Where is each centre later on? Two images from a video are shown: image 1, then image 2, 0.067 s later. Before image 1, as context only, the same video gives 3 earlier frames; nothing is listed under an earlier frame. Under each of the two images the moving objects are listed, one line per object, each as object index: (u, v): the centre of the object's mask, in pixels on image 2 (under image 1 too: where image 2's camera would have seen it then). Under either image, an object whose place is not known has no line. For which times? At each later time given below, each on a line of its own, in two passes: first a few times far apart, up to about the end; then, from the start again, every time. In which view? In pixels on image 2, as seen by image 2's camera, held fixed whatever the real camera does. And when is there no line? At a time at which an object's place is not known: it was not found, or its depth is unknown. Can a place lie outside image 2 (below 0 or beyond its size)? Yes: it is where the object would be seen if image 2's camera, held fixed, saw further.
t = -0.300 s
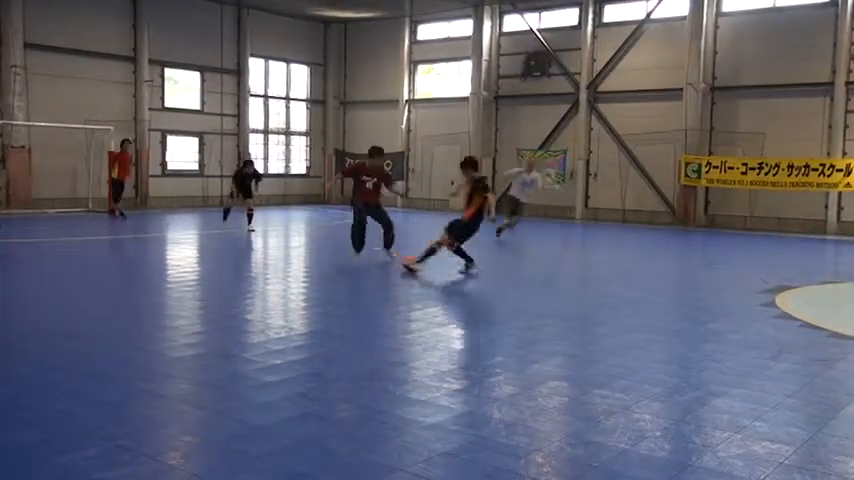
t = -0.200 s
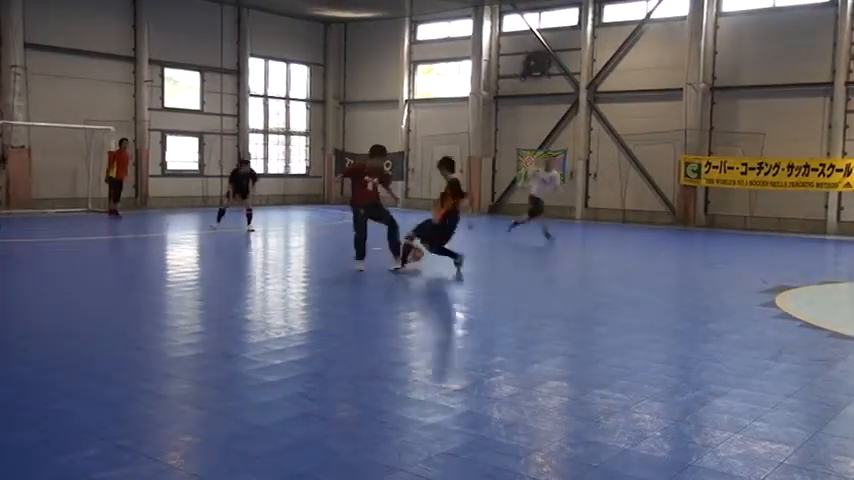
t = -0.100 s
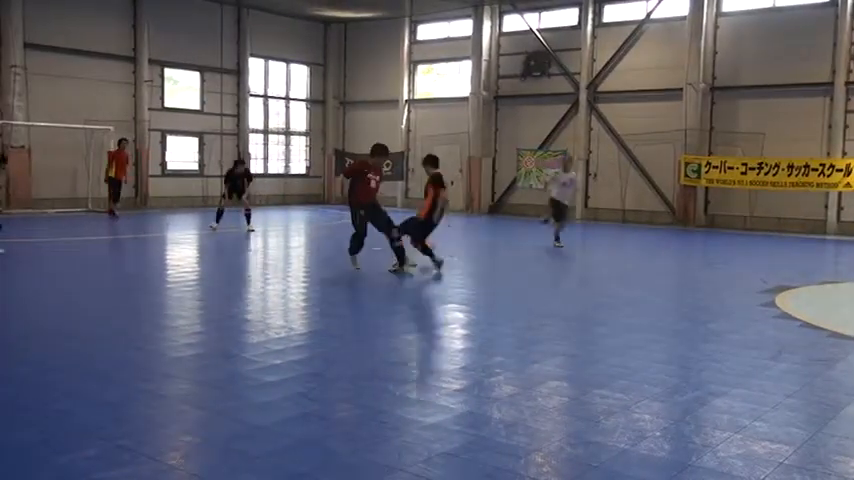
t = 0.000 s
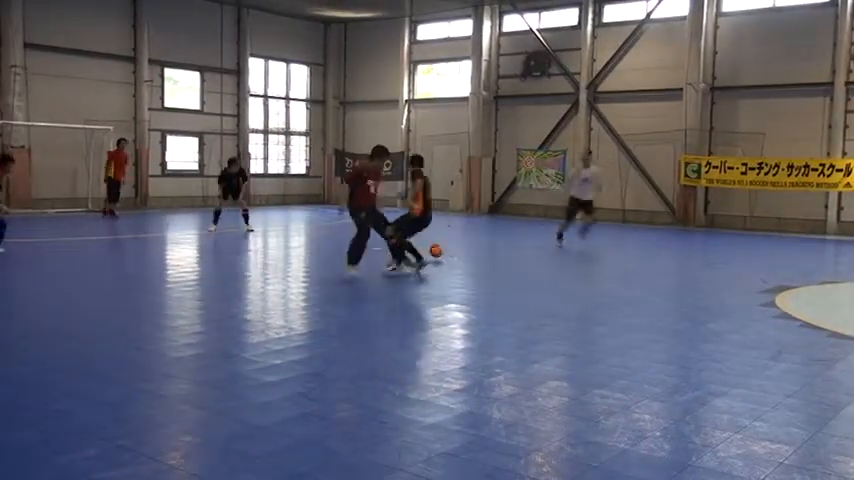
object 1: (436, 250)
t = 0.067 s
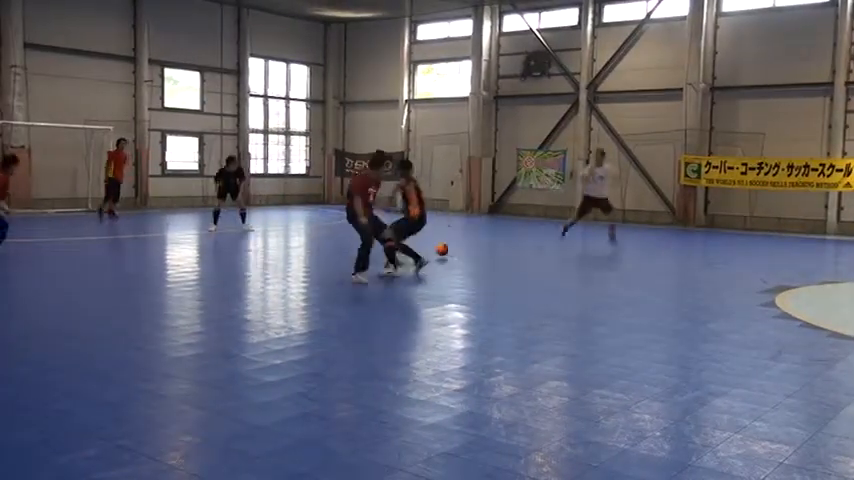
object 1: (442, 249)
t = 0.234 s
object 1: (455, 247)
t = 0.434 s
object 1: (469, 245)
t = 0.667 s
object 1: (483, 241)
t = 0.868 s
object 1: (494, 239)
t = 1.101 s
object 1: (505, 236)
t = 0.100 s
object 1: (445, 247)
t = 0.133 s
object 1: (448, 247)
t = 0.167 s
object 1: (450, 247)
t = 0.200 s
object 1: (452, 248)
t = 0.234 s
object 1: (455, 247)
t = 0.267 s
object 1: (457, 247)
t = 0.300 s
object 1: (460, 247)
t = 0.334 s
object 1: (463, 246)
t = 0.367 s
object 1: (464, 246)
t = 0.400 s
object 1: (466, 246)
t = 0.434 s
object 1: (469, 245)
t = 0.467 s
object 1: (471, 245)
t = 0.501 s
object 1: (474, 244)
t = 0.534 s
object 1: (475, 243)
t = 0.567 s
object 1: (478, 243)
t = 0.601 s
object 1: (479, 242)
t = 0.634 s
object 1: (481, 243)
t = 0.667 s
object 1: (483, 241)
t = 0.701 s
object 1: (485, 240)
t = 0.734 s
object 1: (487, 240)
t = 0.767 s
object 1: (489, 239)
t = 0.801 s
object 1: (490, 239)
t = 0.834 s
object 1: (493, 238)
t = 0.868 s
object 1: (494, 239)
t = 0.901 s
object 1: (495, 238)
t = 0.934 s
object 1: (496, 237)
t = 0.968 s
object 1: (500, 237)
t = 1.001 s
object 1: (501, 236)
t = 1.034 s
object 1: (502, 236)
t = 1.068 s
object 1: (504, 236)
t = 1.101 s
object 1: (505, 236)
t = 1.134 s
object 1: (507, 236)
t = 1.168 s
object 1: (509, 235)
